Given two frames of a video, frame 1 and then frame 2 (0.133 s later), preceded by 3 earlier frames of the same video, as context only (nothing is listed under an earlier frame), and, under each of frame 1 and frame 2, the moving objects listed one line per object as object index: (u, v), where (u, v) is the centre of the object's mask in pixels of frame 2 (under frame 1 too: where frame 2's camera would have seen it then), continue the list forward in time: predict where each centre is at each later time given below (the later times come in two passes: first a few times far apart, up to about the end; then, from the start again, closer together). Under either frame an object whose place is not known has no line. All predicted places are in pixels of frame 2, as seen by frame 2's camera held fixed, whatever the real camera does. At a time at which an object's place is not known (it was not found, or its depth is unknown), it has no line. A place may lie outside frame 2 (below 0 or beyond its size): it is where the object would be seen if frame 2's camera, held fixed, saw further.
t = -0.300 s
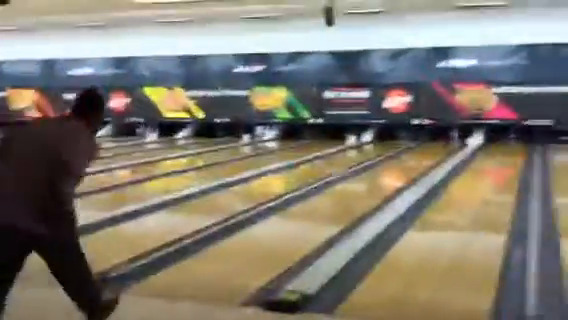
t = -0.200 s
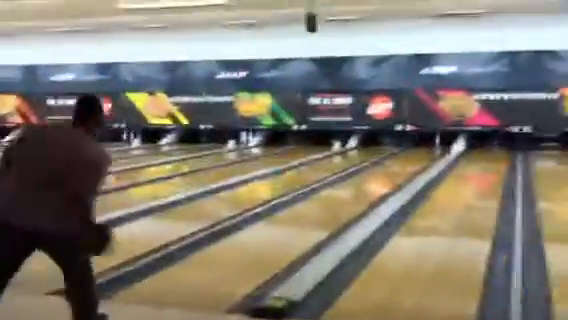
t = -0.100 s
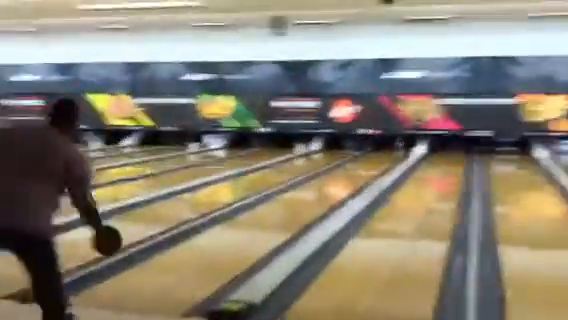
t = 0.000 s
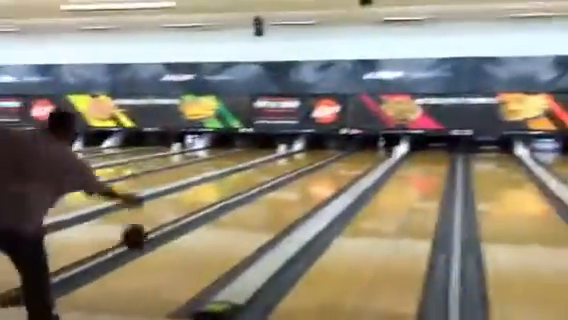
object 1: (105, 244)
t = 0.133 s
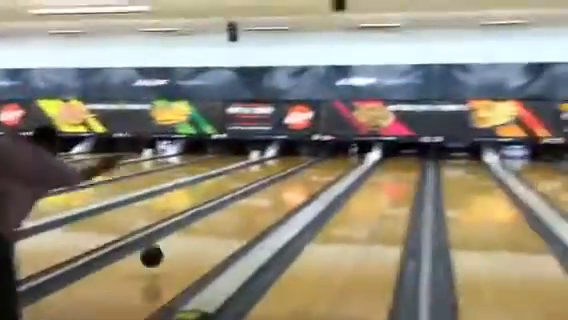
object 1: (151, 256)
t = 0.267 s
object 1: (185, 241)
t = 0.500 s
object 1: (230, 222)
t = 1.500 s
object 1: (320, 175)
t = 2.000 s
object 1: (343, 164)
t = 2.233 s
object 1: (349, 160)
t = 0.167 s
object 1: (159, 257)
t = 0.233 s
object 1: (176, 246)
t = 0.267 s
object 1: (185, 241)
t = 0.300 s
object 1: (192, 237)
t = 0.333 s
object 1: (200, 235)
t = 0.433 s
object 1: (219, 228)
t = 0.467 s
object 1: (224, 225)
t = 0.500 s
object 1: (230, 222)
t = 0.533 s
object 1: (235, 220)
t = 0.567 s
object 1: (239, 216)
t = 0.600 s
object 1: (244, 214)
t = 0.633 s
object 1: (249, 211)
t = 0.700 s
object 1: (257, 207)
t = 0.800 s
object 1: (269, 201)
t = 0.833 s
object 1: (272, 199)
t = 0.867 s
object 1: (276, 197)
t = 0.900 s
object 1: (278, 196)
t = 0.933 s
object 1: (282, 194)
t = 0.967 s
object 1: (284, 193)
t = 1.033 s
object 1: (290, 190)
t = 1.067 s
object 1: (293, 189)
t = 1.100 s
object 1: (296, 187)
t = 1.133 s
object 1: (299, 186)
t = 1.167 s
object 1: (301, 185)
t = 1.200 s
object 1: (303, 183)
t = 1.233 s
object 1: (306, 182)
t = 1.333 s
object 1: (311, 179)
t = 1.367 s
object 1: (313, 178)
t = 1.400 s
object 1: (316, 178)
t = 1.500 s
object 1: (320, 175)
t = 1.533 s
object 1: (321, 174)
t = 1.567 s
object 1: (323, 173)
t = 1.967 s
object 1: (342, 164)
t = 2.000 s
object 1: (343, 164)
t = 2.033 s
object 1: (344, 163)
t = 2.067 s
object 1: (344, 163)
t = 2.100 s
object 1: (344, 163)
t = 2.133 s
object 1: (347, 163)
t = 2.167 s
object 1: (347, 162)
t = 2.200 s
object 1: (350, 161)
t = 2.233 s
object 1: (349, 160)
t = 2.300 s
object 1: (353, 160)
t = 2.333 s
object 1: (354, 160)
